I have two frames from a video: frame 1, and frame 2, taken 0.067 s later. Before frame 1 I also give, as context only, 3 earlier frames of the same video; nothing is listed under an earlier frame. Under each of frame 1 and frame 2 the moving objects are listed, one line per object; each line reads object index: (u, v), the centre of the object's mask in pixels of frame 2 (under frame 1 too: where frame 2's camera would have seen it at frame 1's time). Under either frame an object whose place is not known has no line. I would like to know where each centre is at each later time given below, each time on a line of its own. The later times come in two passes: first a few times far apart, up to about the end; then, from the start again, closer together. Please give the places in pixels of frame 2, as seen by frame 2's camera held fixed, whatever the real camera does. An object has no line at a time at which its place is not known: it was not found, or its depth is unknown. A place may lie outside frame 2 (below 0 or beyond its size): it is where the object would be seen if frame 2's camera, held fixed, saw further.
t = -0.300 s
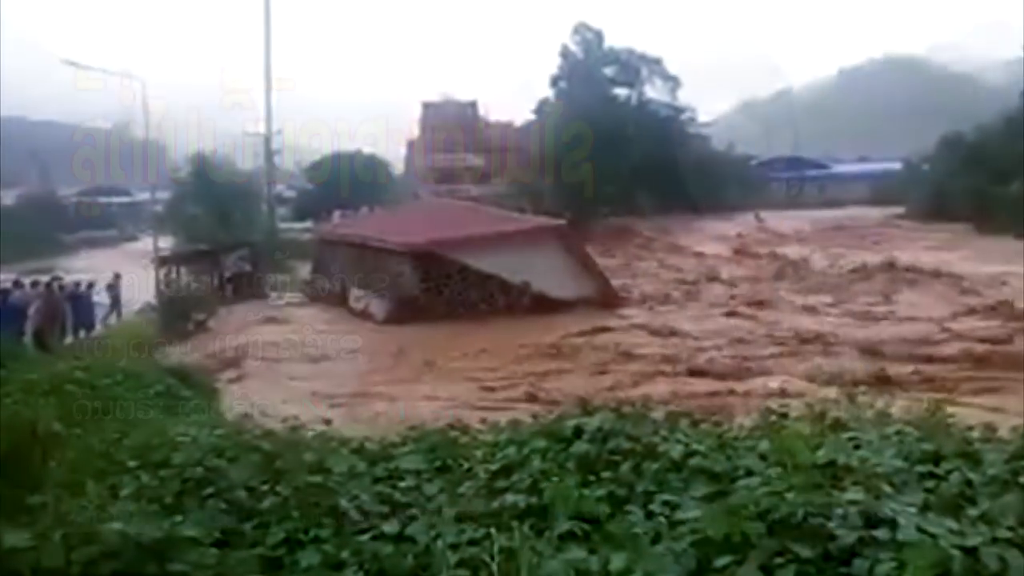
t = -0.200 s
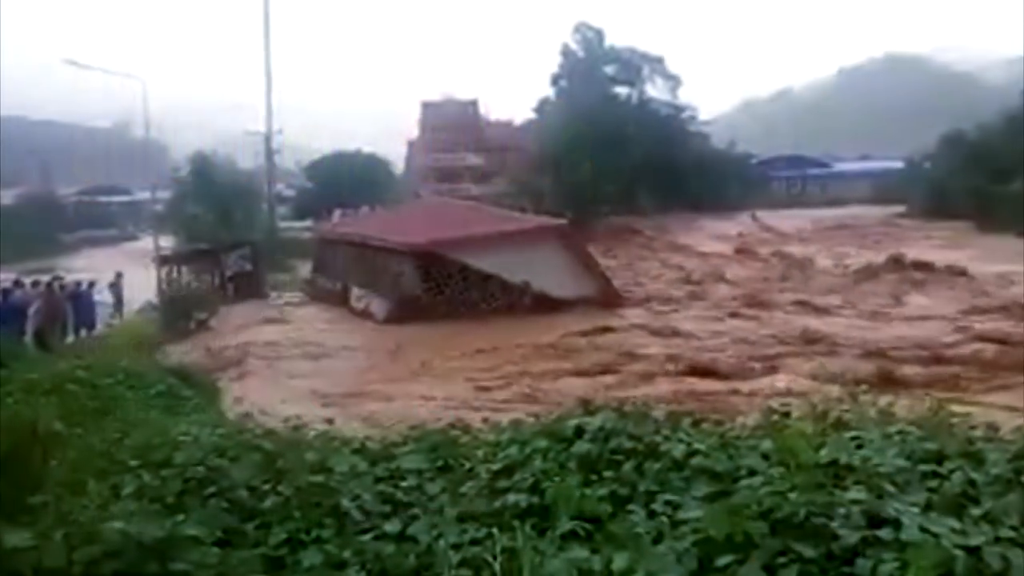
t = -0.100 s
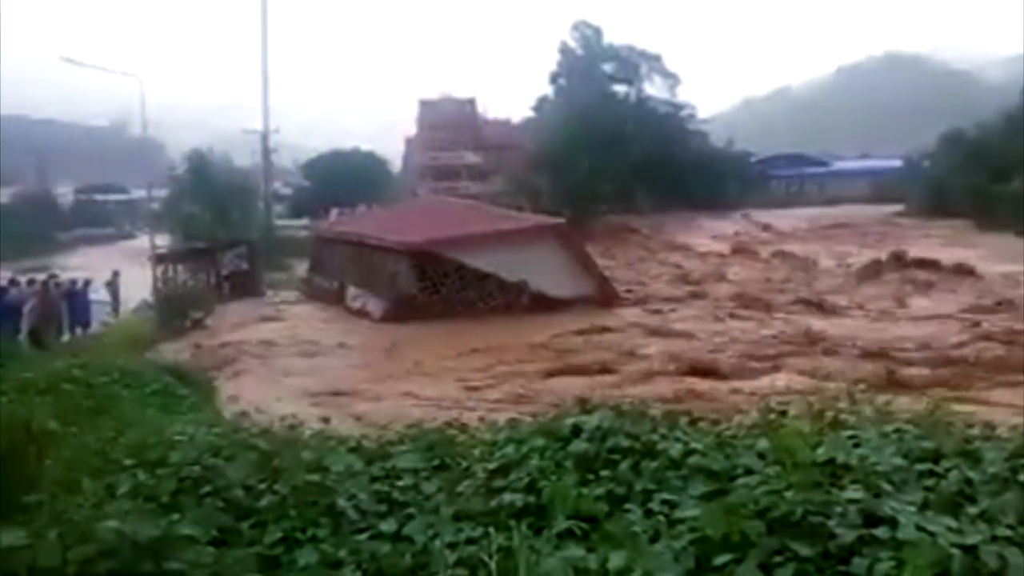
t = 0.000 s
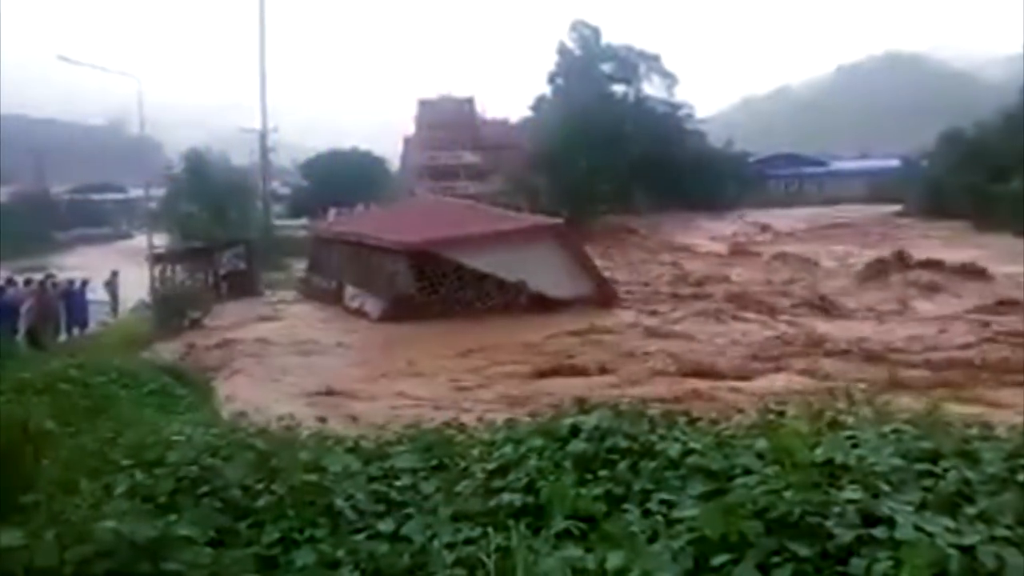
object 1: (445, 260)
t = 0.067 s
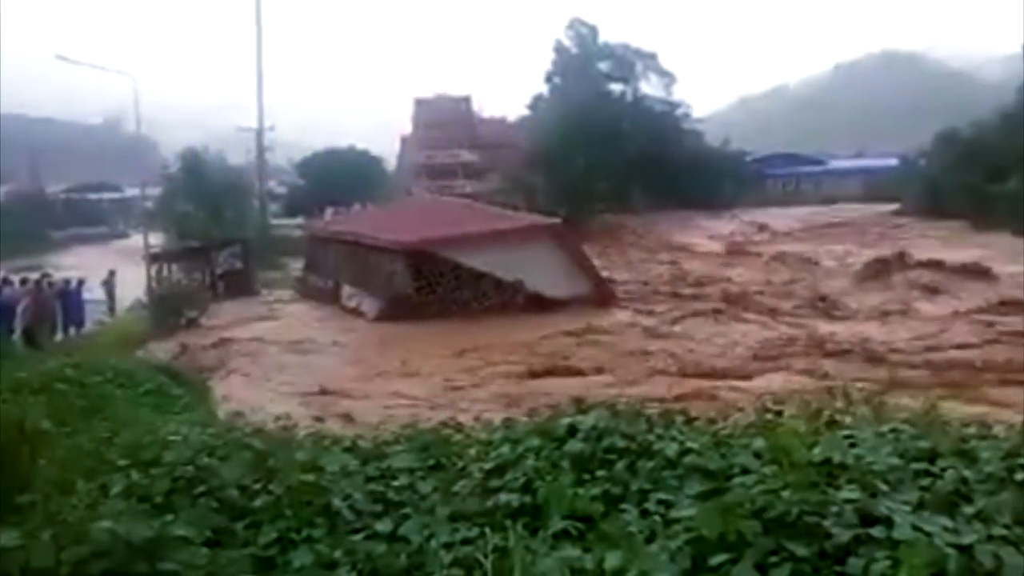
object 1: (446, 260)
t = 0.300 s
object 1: (446, 261)
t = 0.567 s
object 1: (447, 261)
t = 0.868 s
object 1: (447, 262)
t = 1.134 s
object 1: (448, 262)
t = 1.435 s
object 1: (448, 263)
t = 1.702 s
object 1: (446, 263)
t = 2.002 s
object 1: (447, 264)
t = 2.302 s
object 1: (448, 267)
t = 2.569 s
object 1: (450, 269)
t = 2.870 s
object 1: (450, 267)
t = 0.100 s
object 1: (446, 260)
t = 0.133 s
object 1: (446, 260)
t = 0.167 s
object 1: (446, 260)
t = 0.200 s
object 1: (445, 260)
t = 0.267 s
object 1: (446, 261)
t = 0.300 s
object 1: (446, 261)
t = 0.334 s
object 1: (447, 261)
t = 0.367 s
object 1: (447, 261)
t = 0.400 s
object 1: (447, 261)
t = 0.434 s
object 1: (447, 261)
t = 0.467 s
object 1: (447, 261)
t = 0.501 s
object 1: (447, 261)
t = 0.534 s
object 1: (447, 261)
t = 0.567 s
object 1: (447, 261)
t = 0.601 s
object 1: (447, 261)
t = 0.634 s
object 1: (447, 261)
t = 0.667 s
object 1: (448, 262)
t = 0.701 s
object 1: (448, 262)
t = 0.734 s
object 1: (448, 262)
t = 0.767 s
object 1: (447, 262)
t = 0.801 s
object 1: (447, 262)
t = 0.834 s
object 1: (447, 262)
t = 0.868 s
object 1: (447, 262)
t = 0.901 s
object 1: (447, 262)
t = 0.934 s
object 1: (447, 262)
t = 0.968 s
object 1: (448, 262)
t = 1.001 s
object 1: (448, 262)
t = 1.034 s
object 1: (448, 262)
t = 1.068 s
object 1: (449, 262)
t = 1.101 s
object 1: (448, 262)
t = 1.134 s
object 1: (448, 262)
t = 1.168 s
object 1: (449, 262)
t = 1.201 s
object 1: (449, 263)
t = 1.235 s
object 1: (448, 263)
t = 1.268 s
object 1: (449, 263)
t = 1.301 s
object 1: (448, 263)
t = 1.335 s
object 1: (448, 263)
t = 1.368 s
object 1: (449, 262)
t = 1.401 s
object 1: (449, 262)
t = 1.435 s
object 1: (448, 263)
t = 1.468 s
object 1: (447, 263)
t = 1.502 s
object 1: (447, 264)
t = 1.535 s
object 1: (447, 264)
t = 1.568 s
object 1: (447, 264)
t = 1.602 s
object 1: (447, 264)
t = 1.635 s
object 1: (447, 264)
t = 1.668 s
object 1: (447, 264)
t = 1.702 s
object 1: (446, 263)
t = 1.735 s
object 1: (446, 263)
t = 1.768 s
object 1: (448, 264)
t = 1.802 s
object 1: (447, 264)
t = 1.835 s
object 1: (447, 264)
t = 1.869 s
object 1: (447, 264)
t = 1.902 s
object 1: (447, 264)
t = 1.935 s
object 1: (447, 264)
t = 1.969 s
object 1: (447, 264)
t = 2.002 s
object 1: (447, 264)
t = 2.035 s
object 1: (447, 265)
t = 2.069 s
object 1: (447, 265)
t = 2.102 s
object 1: (448, 265)
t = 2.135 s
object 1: (448, 265)
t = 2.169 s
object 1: (448, 265)
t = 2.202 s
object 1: (448, 265)
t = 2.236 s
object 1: (448, 266)
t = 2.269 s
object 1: (448, 266)
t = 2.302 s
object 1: (448, 267)
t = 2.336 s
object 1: (448, 267)
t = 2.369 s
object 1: (448, 267)
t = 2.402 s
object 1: (448, 267)
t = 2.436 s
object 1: (448, 268)
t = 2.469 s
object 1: (449, 268)
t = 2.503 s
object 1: (449, 268)
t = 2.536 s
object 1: (449, 268)
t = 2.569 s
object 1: (450, 269)
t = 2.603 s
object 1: (450, 269)
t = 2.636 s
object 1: (450, 269)
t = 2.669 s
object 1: (451, 269)
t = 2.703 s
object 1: (451, 269)
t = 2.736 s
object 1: (450, 267)
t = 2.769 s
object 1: (451, 267)
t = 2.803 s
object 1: (451, 267)
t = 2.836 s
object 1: (450, 267)
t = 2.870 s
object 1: (450, 267)
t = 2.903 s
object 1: (451, 267)
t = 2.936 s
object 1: (451, 268)
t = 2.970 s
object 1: (451, 268)
